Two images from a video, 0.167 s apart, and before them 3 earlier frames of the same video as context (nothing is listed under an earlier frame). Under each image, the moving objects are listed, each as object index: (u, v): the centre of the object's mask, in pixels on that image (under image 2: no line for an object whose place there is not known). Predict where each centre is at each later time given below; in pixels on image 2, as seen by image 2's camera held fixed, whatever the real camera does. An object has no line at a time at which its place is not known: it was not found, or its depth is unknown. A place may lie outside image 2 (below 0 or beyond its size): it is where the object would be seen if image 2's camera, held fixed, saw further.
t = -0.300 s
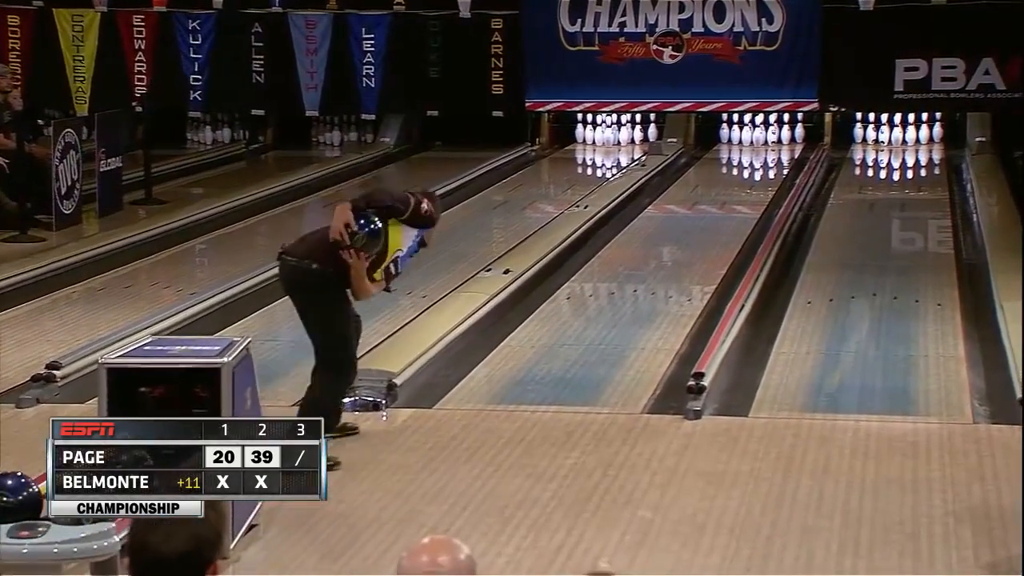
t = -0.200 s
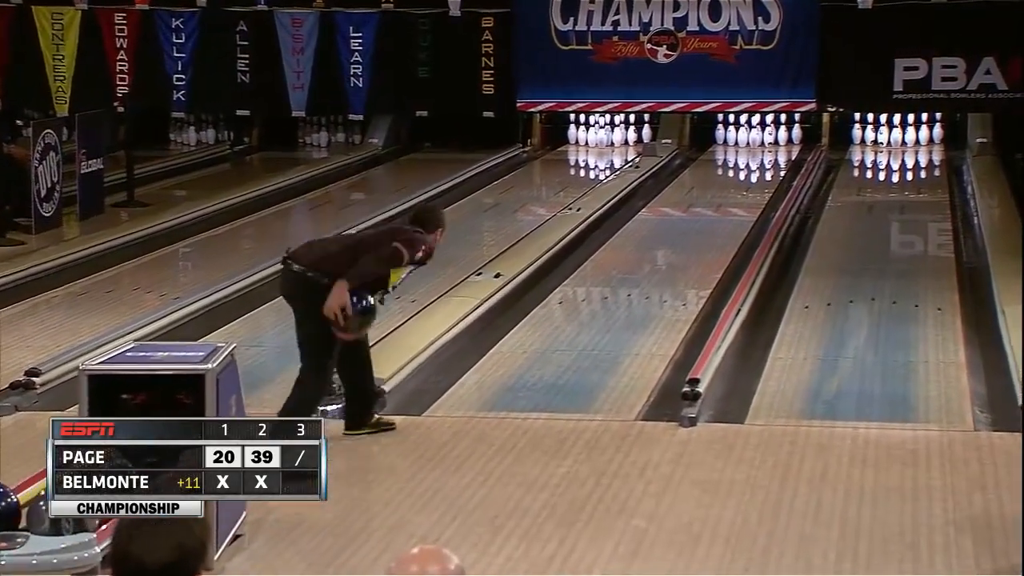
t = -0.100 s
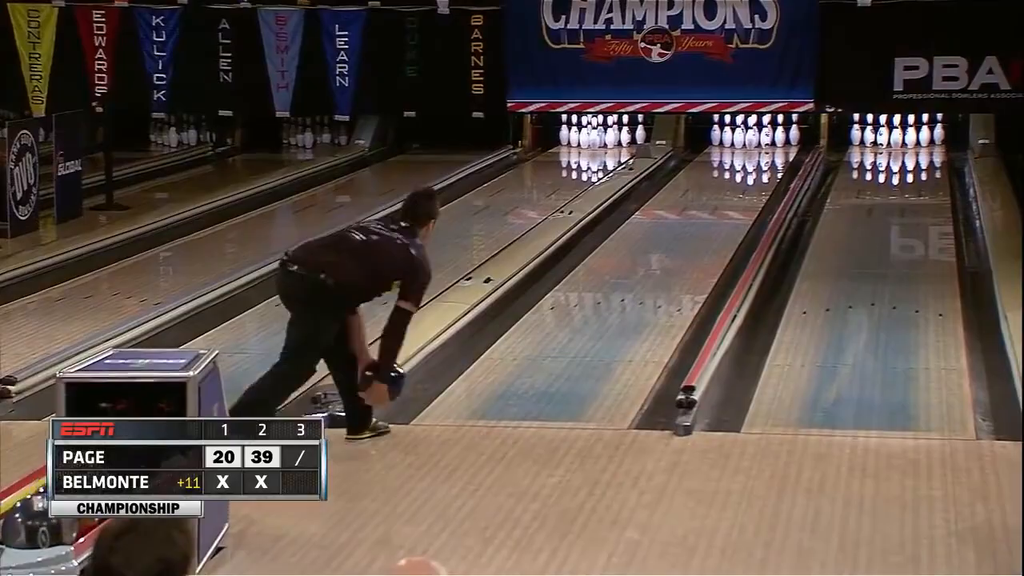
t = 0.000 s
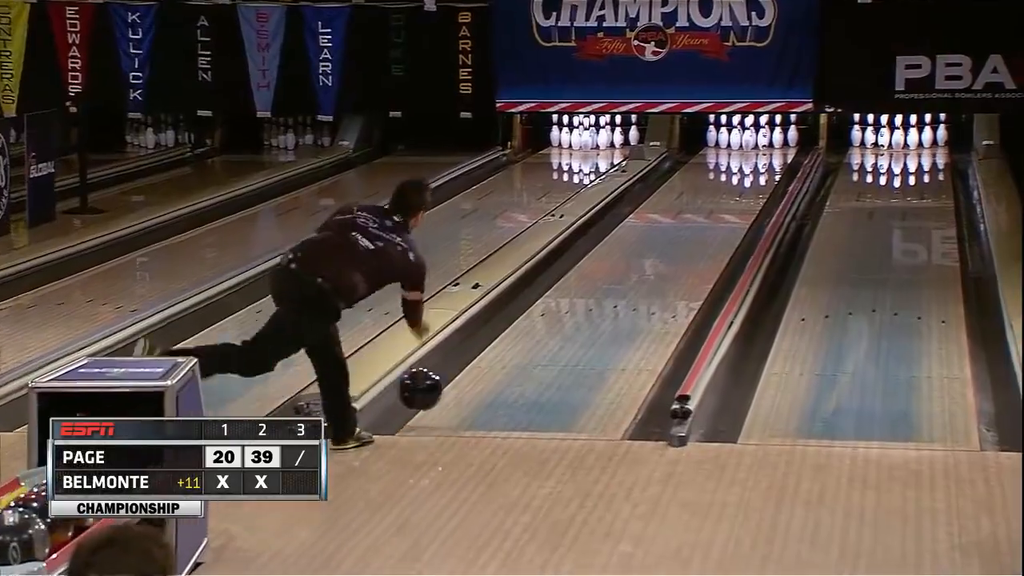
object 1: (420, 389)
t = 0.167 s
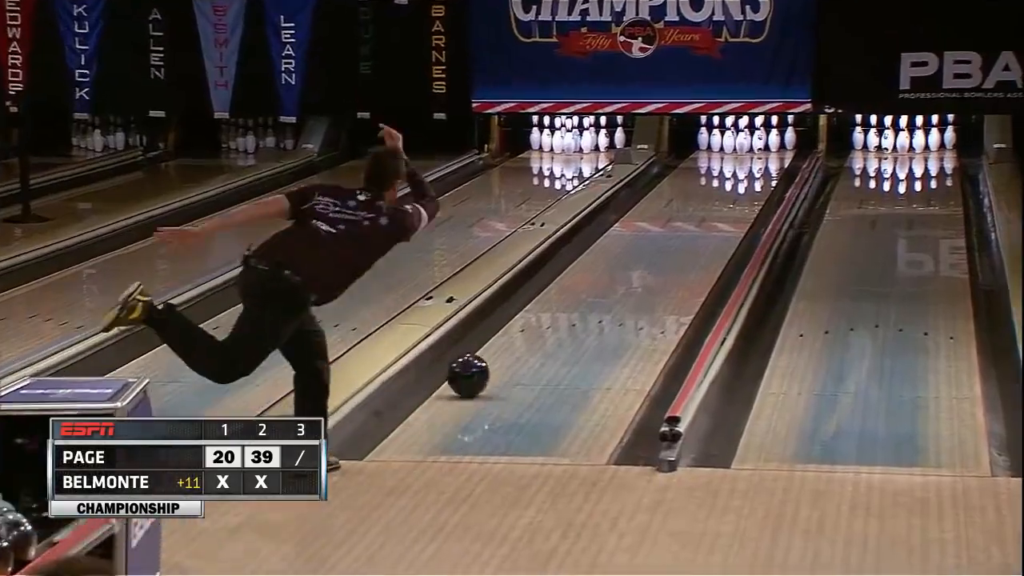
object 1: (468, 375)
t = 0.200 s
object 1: (481, 367)
